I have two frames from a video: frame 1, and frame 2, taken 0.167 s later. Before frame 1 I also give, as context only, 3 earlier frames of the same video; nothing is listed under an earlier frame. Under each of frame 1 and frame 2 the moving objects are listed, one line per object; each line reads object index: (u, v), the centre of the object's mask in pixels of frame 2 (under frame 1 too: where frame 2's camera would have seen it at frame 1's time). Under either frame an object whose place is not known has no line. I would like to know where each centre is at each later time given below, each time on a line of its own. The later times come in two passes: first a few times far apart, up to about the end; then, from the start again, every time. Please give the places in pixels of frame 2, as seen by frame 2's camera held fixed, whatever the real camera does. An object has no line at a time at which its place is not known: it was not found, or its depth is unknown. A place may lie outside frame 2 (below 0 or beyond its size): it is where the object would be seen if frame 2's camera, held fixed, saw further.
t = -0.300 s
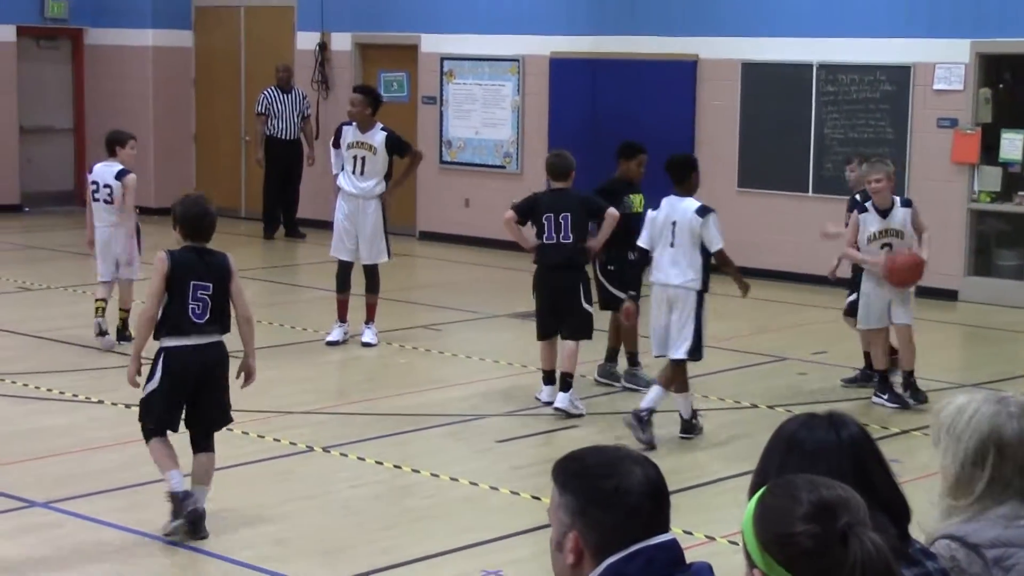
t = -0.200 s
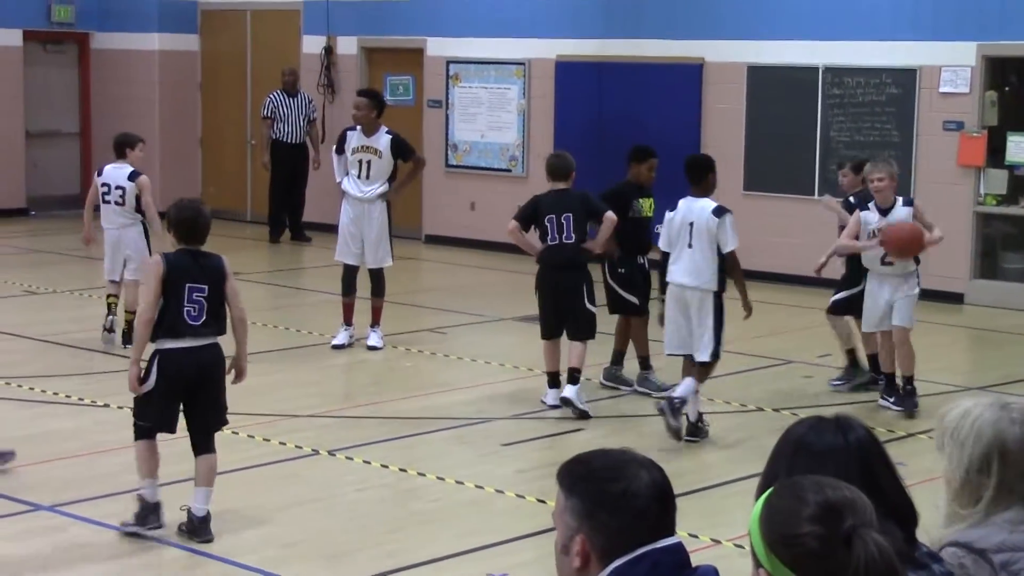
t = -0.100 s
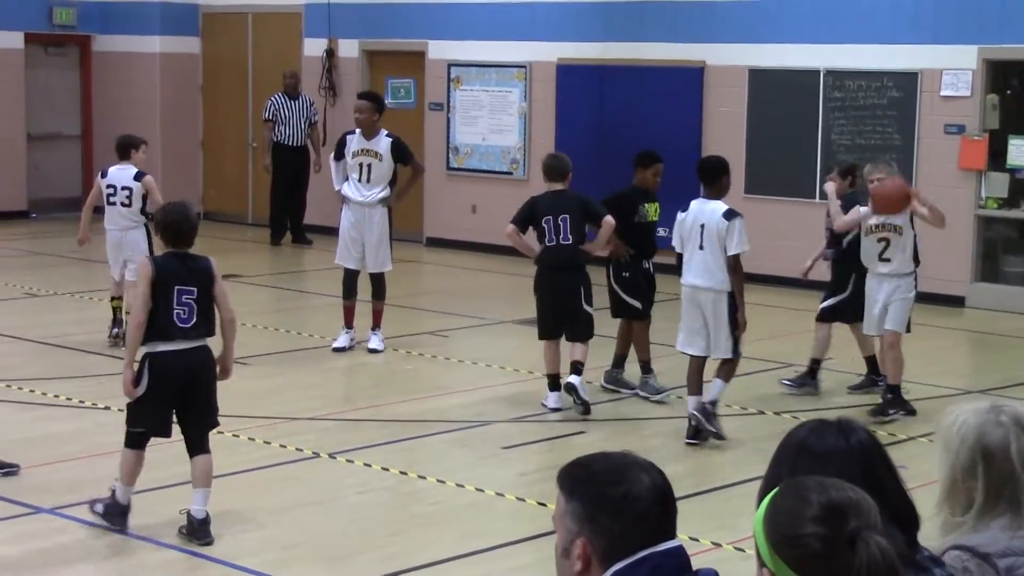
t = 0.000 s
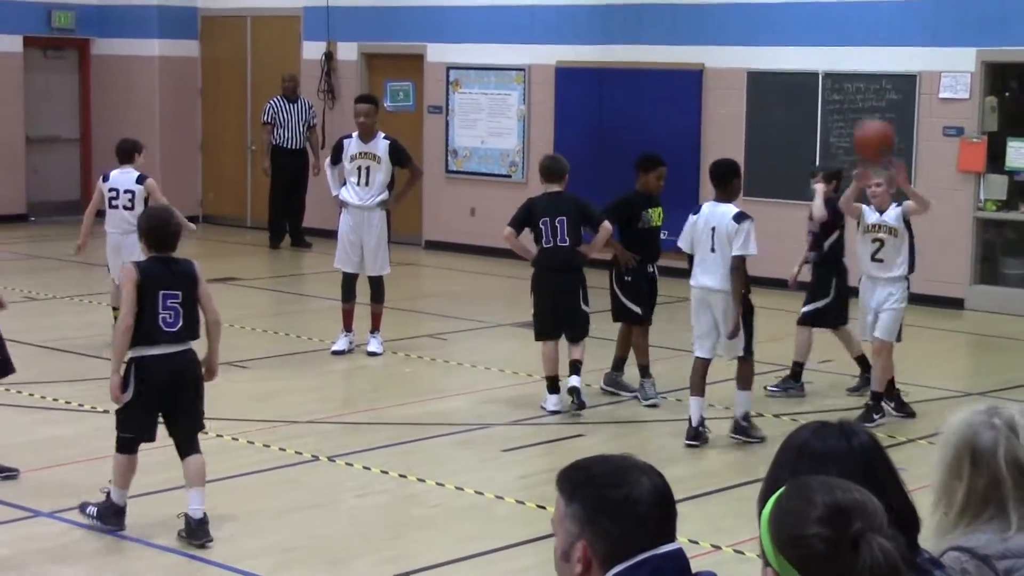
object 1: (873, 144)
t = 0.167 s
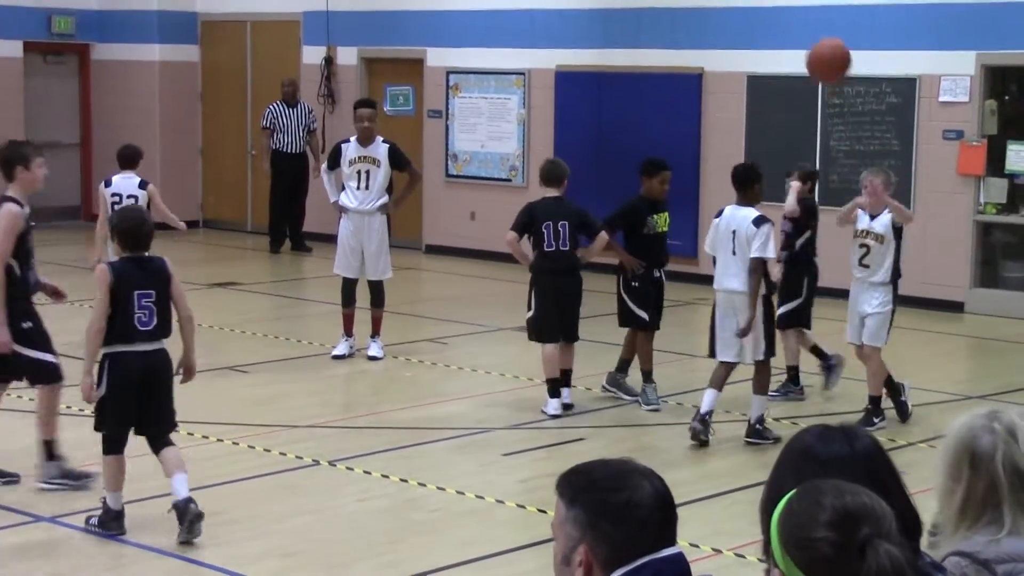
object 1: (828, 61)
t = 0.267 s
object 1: (799, 31)
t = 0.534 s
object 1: (705, 45)
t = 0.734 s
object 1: (619, 163)
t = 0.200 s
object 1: (819, 49)
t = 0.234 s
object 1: (809, 39)
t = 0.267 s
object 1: (799, 31)
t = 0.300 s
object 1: (787, 26)
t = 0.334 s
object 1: (777, 21)
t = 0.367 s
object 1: (766, 20)
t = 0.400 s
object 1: (754, 20)
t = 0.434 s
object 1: (743, 23)
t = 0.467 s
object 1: (730, 28)
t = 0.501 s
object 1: (718, 35)
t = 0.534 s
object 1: (705, 45)
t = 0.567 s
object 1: (692, 58)
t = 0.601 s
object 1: (677, 74)
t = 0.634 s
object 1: (662, 93)
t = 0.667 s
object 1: (649, 112)
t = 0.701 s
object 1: (634, 137)
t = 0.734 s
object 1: (619, 163)
